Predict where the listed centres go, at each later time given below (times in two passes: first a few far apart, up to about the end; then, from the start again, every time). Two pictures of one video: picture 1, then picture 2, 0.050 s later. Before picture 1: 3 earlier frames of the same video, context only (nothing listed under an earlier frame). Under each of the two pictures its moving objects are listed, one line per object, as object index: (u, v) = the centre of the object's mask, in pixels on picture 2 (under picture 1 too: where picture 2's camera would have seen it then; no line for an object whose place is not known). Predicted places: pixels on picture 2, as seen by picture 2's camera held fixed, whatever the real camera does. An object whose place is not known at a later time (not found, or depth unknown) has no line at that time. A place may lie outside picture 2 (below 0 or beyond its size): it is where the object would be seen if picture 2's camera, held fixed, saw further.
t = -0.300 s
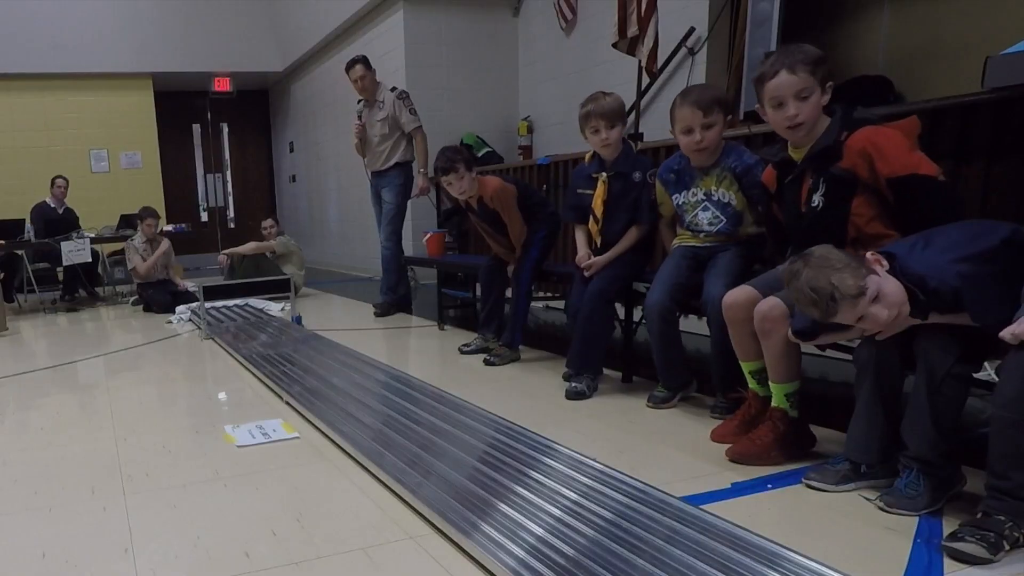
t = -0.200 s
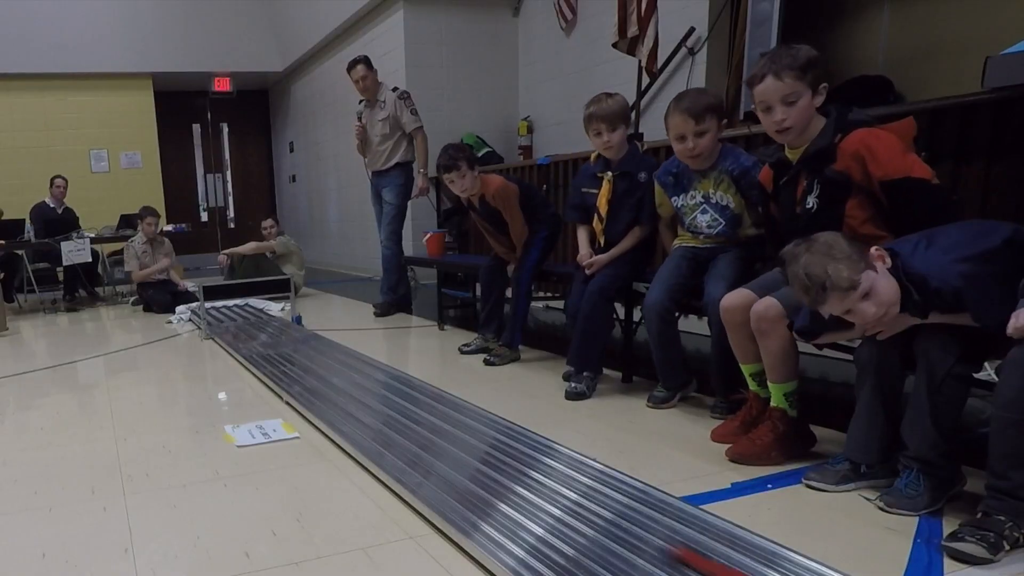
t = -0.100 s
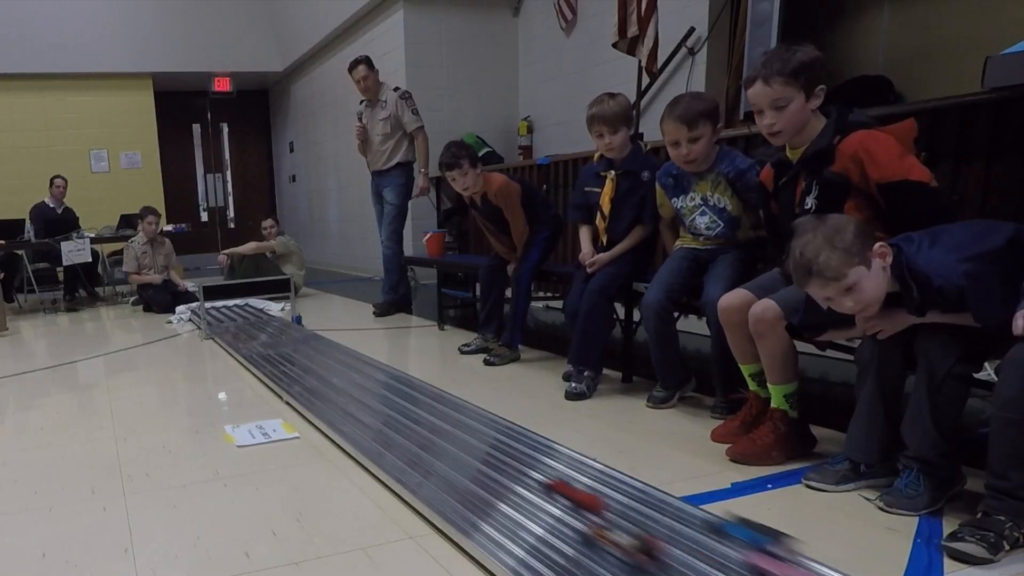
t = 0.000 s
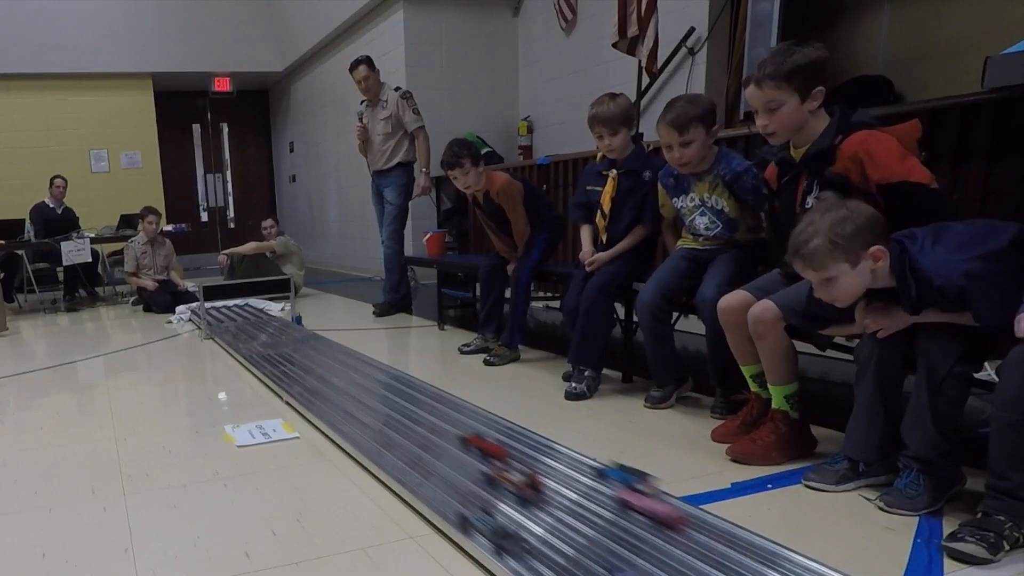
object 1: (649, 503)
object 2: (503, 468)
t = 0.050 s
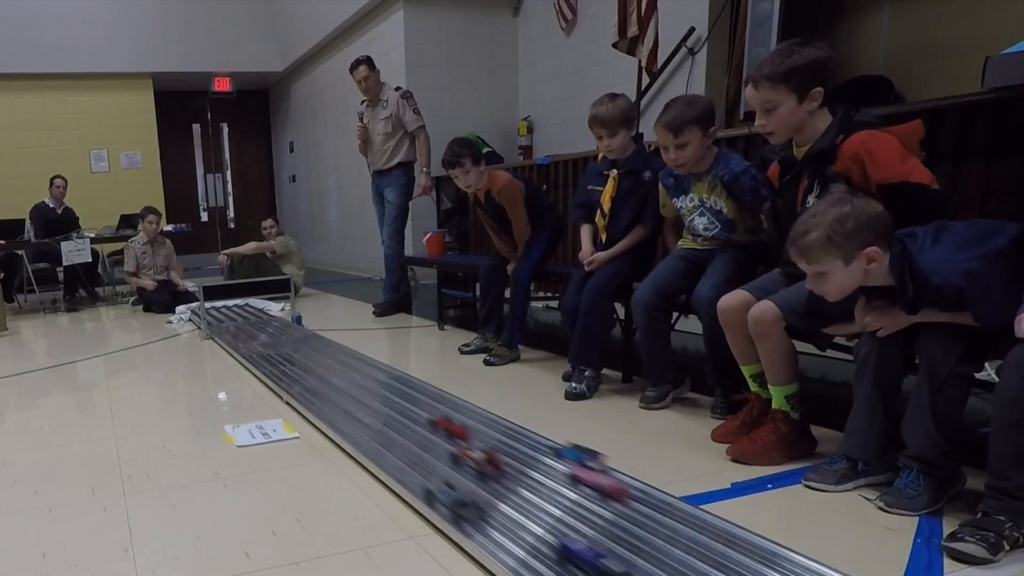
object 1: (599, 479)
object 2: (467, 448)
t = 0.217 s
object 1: (479, 421)
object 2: (378, 396)
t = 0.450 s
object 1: (382, 373)
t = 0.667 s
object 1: (330, 349)
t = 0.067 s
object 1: (583, 472)
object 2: (455, 441)
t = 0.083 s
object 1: (568, 465)
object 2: (445, 435)
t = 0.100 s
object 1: (554, 457)
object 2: (436, 431)
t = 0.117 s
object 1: (543, 453)
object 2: (426, 425)
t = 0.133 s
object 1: (531, 446)
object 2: (417, 419)
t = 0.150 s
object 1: (518, 440)
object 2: (409, 415)
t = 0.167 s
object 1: (508, 437)
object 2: (400, 409)
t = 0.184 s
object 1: (498, 431)
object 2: (393, 406)
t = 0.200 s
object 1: (488, 425)
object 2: (386, 401)
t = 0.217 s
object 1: (479, 421)
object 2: (378, 396)
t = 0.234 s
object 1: (470, 418)
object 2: (372, 394)
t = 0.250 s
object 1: (461, 412)
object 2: (366, 389)
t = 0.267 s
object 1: (454, 410)
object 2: (360, 387)
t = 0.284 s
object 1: (445, 404)
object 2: (354, 382)
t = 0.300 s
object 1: (438, 400)
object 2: (348, 381)
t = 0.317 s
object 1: (430, 397)
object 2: (343, 376)
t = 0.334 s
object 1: (424, 394)
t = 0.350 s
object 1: (417, 390)
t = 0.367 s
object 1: (410, 386)
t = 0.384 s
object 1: (404, 383)
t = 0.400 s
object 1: (399, 381)
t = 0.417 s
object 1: (393, 379)
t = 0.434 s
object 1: (388, 376)
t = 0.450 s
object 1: (382, 373)
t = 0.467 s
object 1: (378, 371)
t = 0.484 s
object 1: (373, 369)
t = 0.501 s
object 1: (368, 368)
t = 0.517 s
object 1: (363, 362)
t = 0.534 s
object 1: (359, 360)
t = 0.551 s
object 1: (355, 360)
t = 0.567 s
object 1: (351, 360)
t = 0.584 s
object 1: (348, 359)
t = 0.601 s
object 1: (344, 355)
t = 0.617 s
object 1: (340, 353)
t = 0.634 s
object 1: (337, 353)
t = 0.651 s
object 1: (334, 352)
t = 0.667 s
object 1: (330, 349)
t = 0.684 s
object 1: (327, 347)
